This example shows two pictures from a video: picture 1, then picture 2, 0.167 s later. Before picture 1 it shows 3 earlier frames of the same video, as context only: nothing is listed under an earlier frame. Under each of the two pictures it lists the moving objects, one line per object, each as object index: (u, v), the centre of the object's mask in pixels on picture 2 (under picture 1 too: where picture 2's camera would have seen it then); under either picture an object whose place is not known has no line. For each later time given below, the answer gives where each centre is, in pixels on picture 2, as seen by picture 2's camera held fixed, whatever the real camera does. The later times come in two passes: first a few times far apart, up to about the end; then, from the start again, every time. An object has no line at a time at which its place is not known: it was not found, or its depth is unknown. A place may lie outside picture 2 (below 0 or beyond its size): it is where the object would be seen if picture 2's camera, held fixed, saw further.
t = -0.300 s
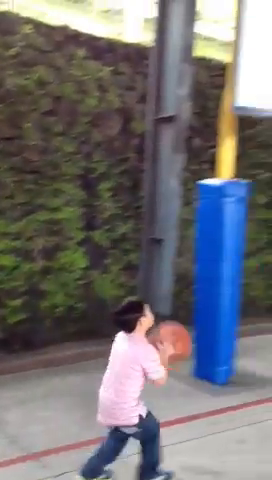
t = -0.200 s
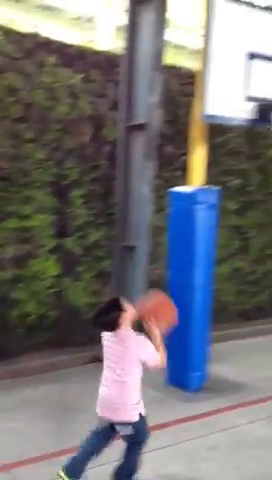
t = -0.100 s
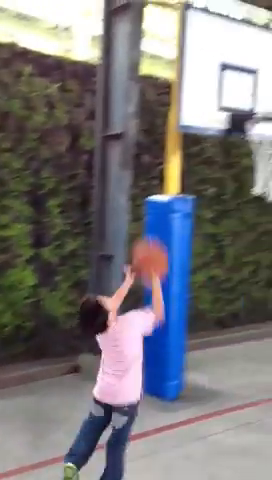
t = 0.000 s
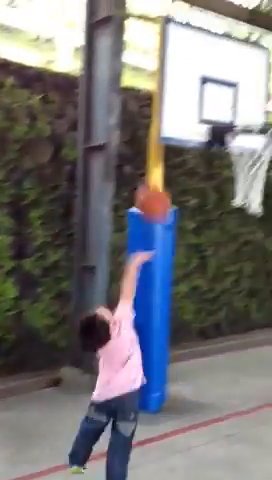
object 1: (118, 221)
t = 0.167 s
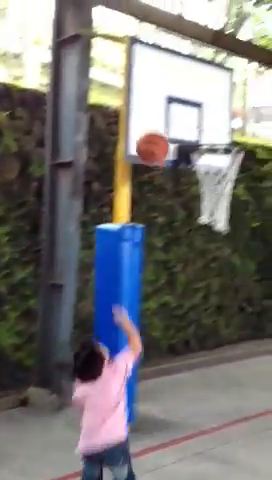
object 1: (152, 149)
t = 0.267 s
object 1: (169, 128)
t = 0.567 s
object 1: (199, 128)
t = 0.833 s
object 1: (212, 179)
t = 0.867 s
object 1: (211, 188)
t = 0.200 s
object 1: (158, 139)
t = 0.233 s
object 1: (163, 132)
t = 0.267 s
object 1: (169, 128)
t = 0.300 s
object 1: (173, 125)
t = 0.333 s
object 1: (179, 123)
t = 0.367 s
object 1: (182, 123)
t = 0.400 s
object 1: (187, 125)
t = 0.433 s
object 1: (192, 127)
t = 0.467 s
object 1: (195, 130)
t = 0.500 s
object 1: (197, 128)
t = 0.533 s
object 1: (198, 128)
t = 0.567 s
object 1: (199, 128)
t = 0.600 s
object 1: (201, 130)
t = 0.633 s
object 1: (202, 133)
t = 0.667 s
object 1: (204, 136)
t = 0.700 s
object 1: (206, 141)
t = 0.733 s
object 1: (207, 150)
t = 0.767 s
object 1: (208, 161)
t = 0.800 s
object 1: (211, 170)
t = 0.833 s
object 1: (212, 179)
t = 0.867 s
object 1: (211, 188)
